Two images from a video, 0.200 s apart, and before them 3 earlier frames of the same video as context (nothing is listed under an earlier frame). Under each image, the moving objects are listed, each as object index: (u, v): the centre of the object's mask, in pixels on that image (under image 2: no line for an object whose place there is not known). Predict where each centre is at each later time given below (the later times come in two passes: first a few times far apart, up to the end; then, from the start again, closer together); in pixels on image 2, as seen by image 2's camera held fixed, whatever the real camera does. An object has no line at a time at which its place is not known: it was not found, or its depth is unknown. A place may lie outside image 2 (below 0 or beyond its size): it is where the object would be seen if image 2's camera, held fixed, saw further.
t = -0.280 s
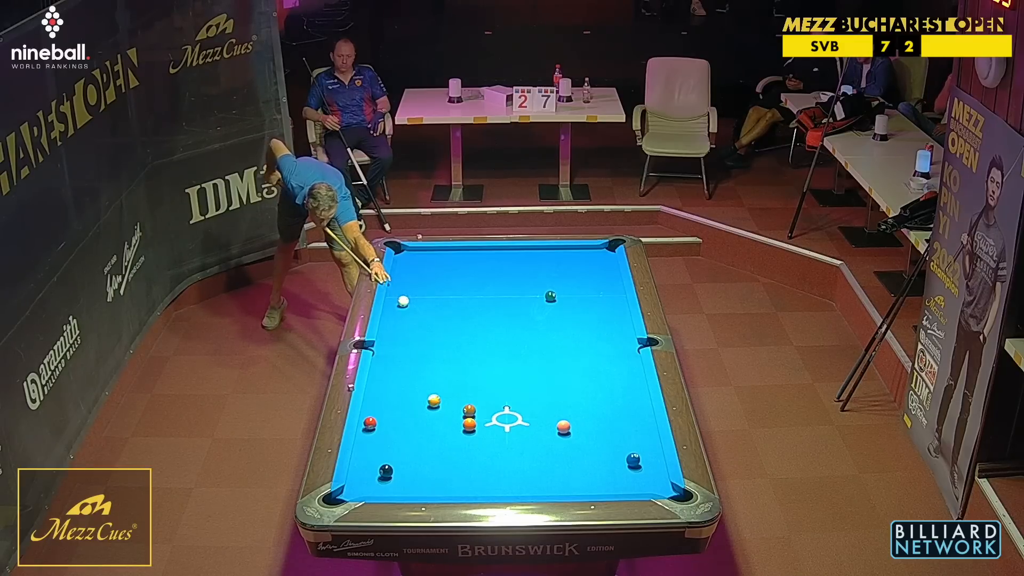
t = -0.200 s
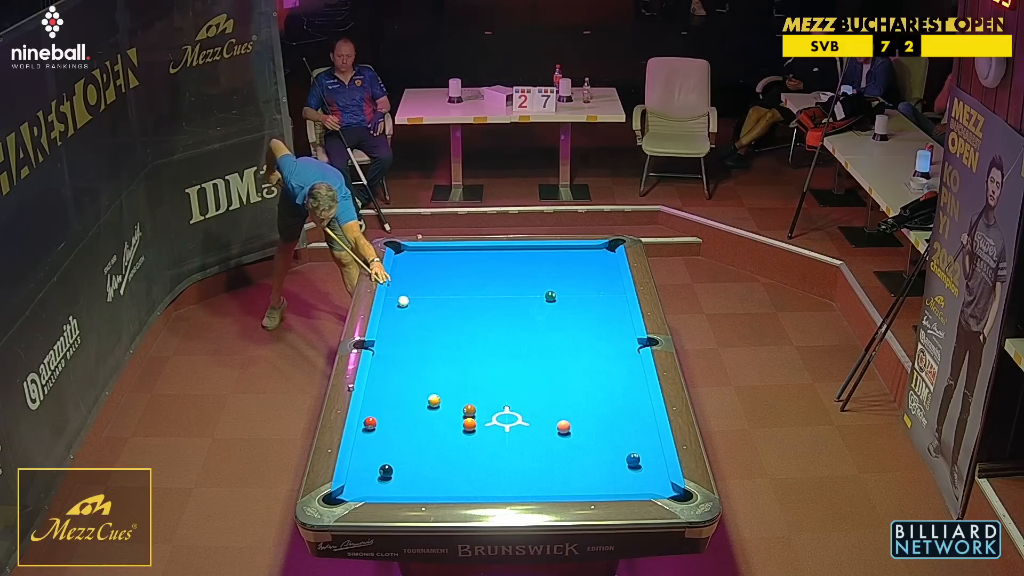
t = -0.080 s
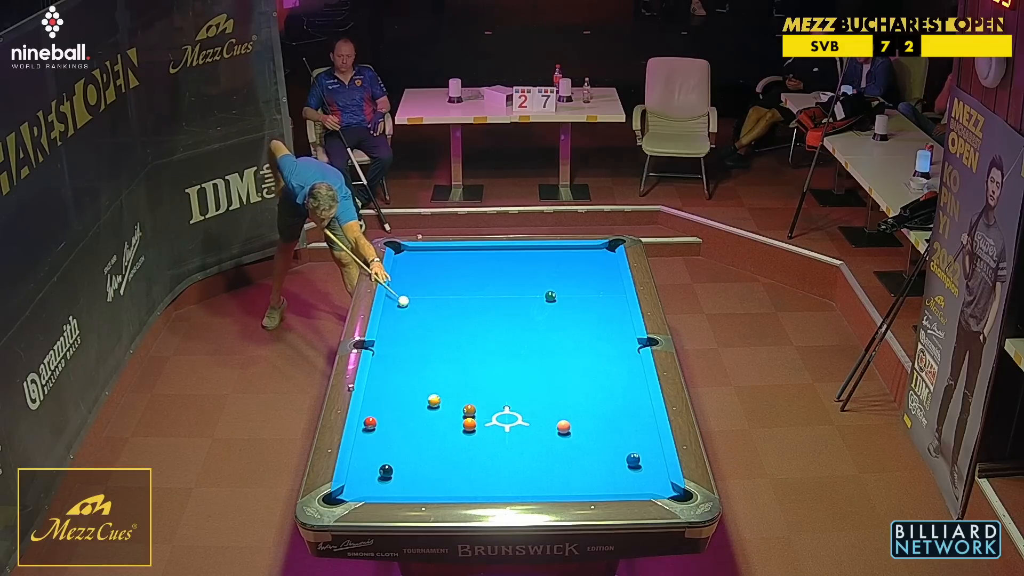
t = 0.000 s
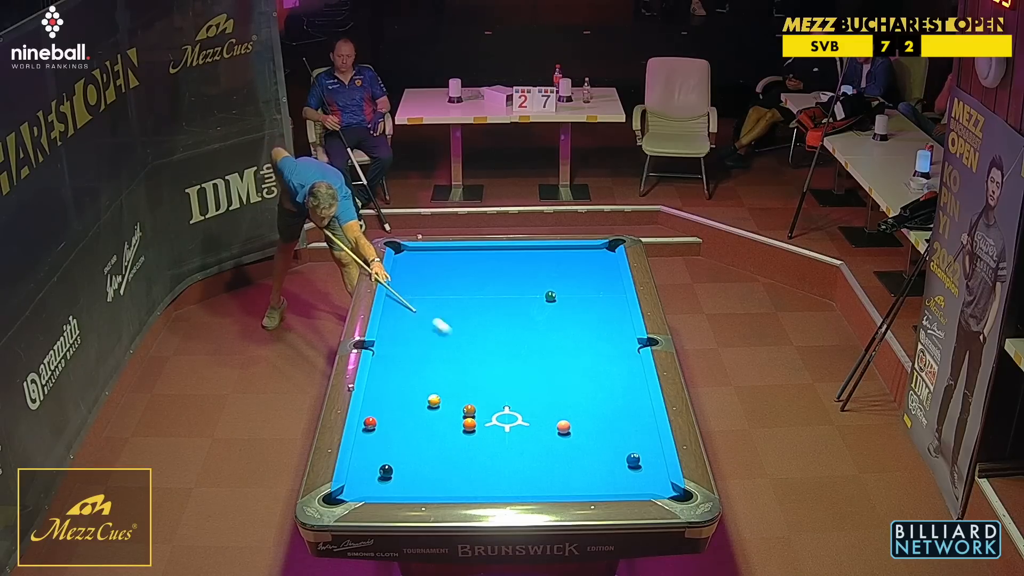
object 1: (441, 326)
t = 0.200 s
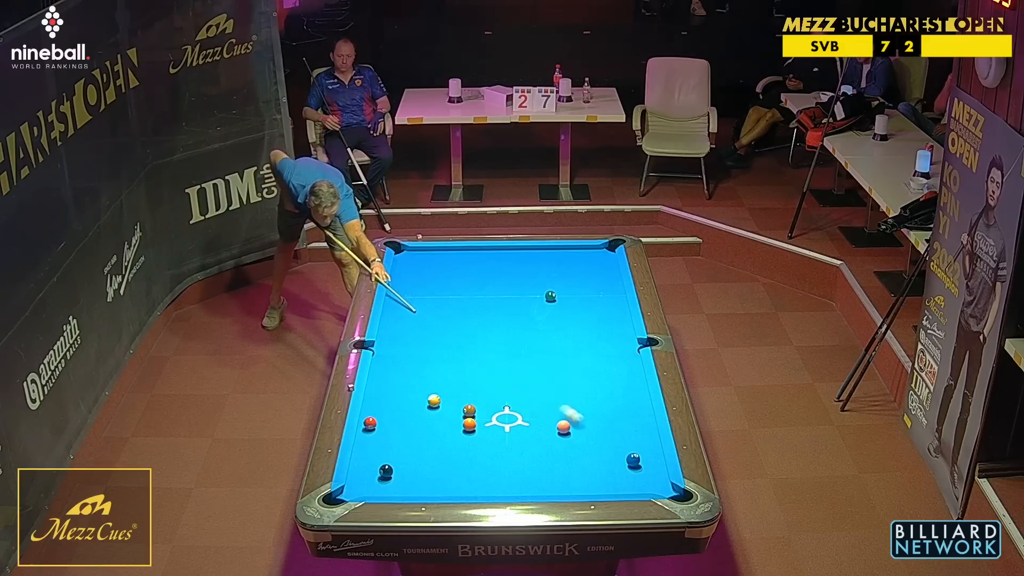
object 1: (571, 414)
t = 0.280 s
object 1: (629, 452)
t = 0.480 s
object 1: (645, 445)
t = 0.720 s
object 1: (619, 435)
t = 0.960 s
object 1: (595, 426)
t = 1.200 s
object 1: (572, 418)
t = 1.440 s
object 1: (550, 410)
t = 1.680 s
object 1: (530, 402)
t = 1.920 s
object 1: (511, 395)
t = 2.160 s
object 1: (494, 388)
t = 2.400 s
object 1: (475, 381)
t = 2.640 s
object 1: (460, 375)
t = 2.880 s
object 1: (446, 370)
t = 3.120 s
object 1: (433, 365)
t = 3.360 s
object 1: (421, 360)
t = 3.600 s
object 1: (410, 356)
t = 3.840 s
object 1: (400, 352)
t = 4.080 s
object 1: (390, 349)
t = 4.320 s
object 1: (381, 345)
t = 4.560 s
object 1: (376, 345)
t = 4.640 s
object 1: (376, 346)
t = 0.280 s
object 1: (629, 452)
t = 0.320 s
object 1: (639, 451)
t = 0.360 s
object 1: (648, 449)
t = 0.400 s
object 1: (655, 449)
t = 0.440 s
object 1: (650, 447)
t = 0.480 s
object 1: (645, 445)
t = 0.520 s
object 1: (640, 444)
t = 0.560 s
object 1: (636, 442)
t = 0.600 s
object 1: (632, 440)
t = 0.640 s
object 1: (627, 439)
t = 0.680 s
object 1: (623, 437)
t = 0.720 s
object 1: (619, 435)
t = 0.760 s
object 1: (615, 434)
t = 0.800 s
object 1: (611, 433)
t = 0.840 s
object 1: (607, 431)
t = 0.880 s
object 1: (603, 429)
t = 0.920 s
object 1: (599, 428)
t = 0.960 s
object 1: (595, 426)
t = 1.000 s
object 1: (591, 425)
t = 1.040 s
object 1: (587, 424)
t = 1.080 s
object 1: (583, 422)
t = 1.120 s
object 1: (579, 421)
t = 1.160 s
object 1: (575, 419)
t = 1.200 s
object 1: (572, 418)
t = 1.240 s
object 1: (568, 416)
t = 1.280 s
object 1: (564, 415)
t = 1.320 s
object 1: (561, 413)
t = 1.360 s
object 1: (557, 412)
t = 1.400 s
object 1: (554, 411)
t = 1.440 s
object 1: (550, 410)
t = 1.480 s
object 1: (547, 408)
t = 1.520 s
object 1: (543, 407)
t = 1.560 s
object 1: (540, 406)
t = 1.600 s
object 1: (537, 404)
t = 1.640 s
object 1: (533, 403)
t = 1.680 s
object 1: (530, 402)
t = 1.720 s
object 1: (527, 401)
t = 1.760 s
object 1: (524, 400)
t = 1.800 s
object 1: (521, 398)
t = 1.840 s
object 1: (518, 397)
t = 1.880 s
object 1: (515, 396)
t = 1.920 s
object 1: (511, 395)
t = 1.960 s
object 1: (508, 394)
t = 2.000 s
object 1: (505, 393)
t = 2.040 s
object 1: (502, 392)
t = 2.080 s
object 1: (500, 391)
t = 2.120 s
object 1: (497, 389)
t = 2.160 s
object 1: (494, 388)
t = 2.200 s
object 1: (491, 387)
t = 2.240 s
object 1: (488, 386)
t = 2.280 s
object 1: (483, 384)
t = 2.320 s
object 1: (481, 383)
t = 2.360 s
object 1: (478, 382)
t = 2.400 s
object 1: (475, 381)
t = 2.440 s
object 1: (473, 380)
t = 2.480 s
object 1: (470, 379)
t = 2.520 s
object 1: (468, 378)
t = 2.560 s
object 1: (465, 377)
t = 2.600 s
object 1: (463, 376)
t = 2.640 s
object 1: (460, 375)
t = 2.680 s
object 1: (458, 374)
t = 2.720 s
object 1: (455, 373)
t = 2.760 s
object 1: (453, 372)
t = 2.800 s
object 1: (451, 371)
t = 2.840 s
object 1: (449, 371)
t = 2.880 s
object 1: (446, 370)
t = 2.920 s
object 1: (444, 369)
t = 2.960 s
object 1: (442, 368)
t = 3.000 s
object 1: (440, 367)
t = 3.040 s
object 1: (438, 366)
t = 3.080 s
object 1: (435, 365)
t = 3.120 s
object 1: (433, 365)
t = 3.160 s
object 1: (431, 364)
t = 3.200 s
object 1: (429, 363)
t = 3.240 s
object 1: (427, 362)
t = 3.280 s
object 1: (425, 362)
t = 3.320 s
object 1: (423, 361)
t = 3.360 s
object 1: (421, 360)
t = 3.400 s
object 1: (419, 359)
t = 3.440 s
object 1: (417, 359)
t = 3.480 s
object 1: (415, 358)
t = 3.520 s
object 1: (414, 357)
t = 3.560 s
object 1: (412, 357)
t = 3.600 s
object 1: (410, 356)
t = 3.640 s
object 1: (408, 355)
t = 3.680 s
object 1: (407, 355)
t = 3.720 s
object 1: (405, 354)
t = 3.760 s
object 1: (403, 353)
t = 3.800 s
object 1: (401, 353)
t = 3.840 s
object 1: (400, 352)
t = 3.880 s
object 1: (398, 351)
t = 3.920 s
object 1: (396, 351)
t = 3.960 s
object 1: (395, 350)
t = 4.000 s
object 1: (393, 350)
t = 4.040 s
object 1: (392, 349)
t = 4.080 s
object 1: (390, 349)
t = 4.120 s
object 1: (389, 348)
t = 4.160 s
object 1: (387, 348)
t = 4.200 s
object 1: (386, 347)
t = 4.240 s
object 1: (384, 347)
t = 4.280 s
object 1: (383, 346)
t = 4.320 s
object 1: (381, 345)
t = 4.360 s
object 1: (380, 345)
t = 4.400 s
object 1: (378, 345)
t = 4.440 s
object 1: (377, 344)
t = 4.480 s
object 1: (377, 344)
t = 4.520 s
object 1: (377, 345)
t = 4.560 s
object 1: (376, 345)
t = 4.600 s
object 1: (376, 345)
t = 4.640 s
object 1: (376, 346)
